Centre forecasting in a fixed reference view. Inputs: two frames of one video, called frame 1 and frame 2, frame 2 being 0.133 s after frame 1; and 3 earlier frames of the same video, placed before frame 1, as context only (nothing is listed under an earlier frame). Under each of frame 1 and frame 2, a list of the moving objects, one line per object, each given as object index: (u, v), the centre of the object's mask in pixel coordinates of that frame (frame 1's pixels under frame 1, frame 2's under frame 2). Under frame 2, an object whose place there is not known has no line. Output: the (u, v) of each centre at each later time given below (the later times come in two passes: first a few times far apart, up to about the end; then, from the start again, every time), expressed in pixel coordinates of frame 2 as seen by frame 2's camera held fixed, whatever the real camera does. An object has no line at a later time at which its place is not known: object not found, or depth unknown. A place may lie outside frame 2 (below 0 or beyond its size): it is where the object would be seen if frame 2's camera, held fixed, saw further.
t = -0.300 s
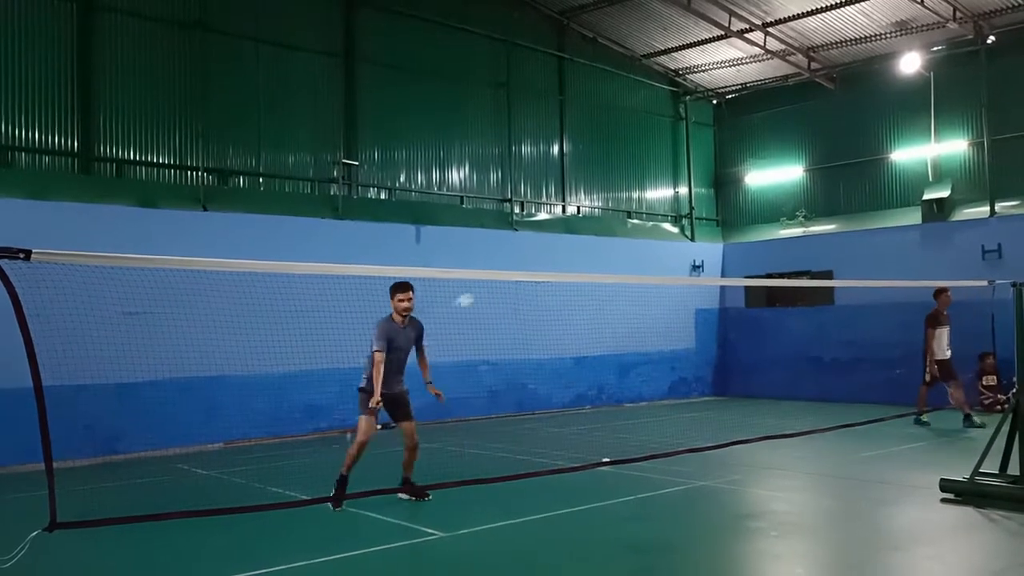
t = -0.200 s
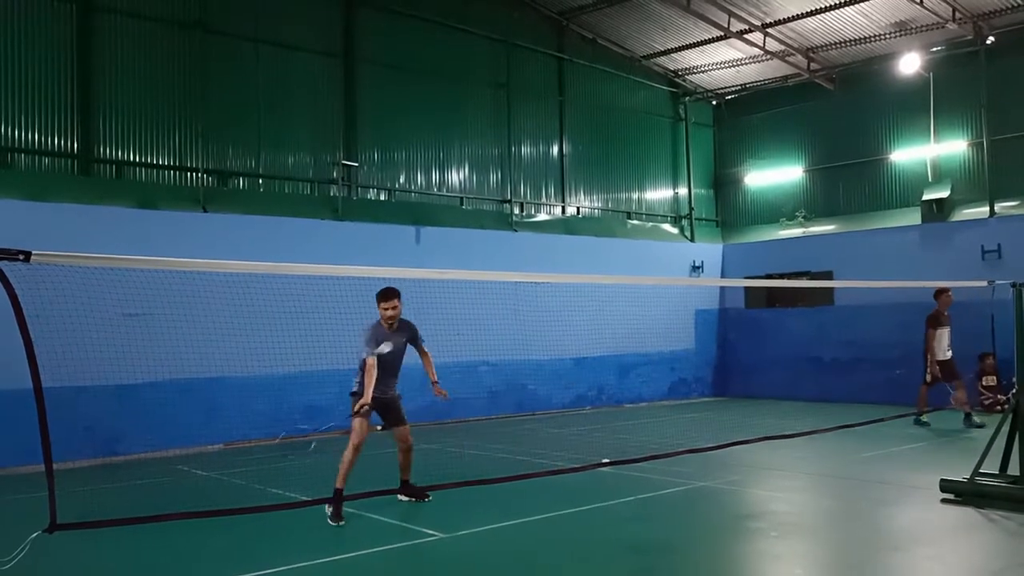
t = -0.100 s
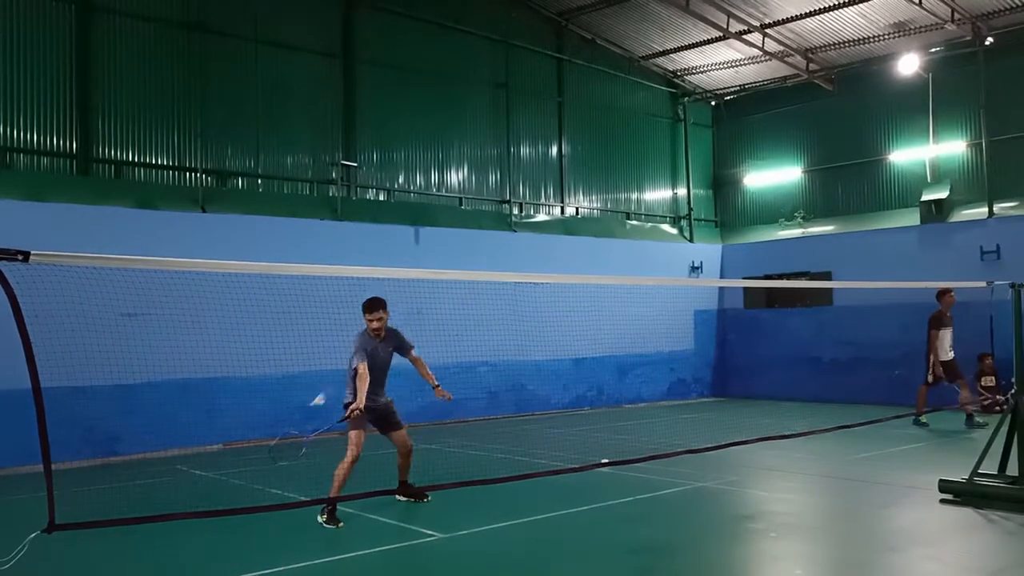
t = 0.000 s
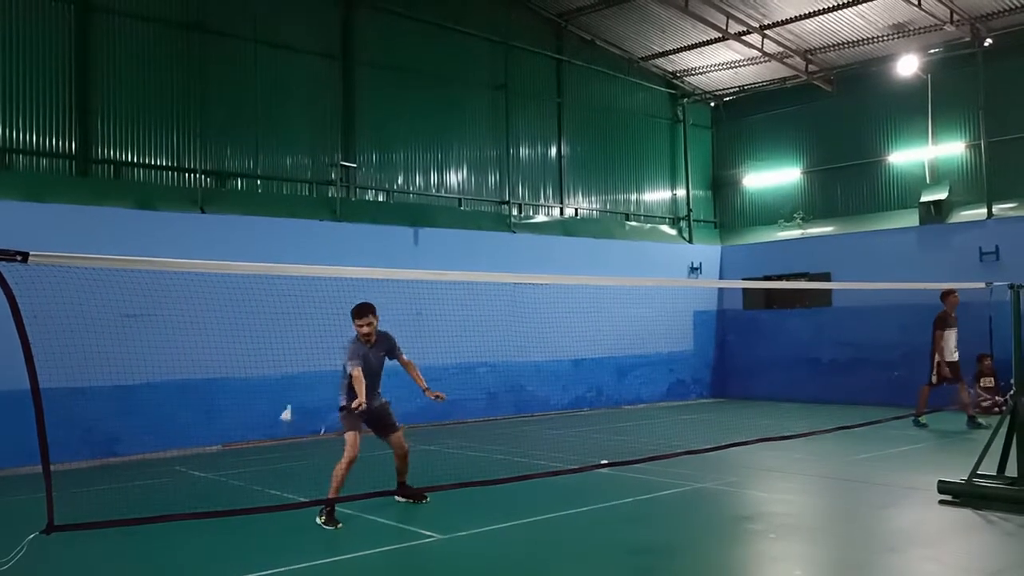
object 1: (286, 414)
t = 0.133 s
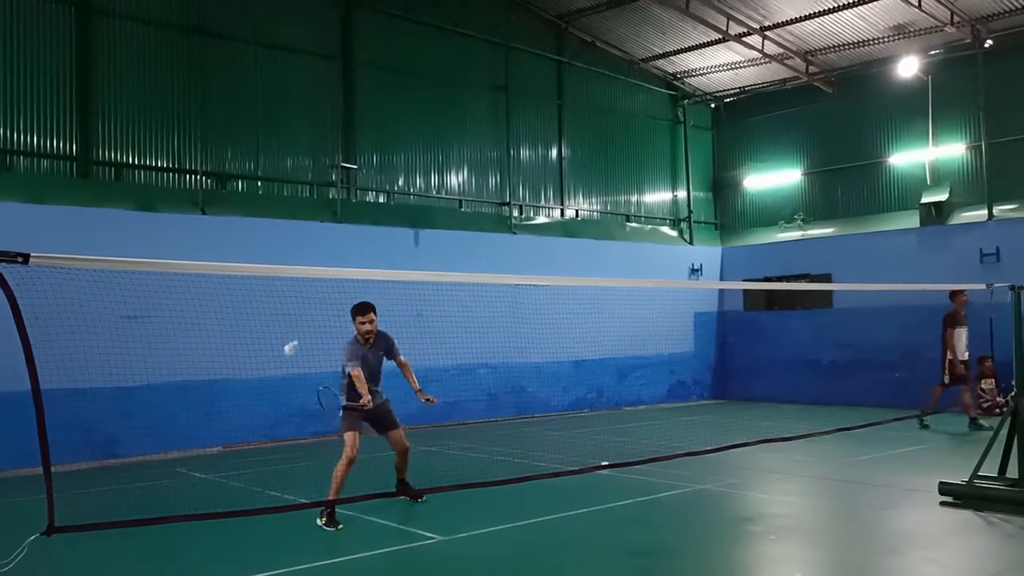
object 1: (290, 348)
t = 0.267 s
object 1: (302, 309)
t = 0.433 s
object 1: (320, 311)
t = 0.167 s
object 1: (295, 335)
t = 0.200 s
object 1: (298, 325)
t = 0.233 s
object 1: (300, 315)
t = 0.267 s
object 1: (302, 309)
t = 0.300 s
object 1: (304, 304)
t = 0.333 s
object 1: (306, 303)
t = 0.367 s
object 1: (310, 305)
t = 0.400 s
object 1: (315, 308)
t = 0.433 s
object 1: (320, 311)
